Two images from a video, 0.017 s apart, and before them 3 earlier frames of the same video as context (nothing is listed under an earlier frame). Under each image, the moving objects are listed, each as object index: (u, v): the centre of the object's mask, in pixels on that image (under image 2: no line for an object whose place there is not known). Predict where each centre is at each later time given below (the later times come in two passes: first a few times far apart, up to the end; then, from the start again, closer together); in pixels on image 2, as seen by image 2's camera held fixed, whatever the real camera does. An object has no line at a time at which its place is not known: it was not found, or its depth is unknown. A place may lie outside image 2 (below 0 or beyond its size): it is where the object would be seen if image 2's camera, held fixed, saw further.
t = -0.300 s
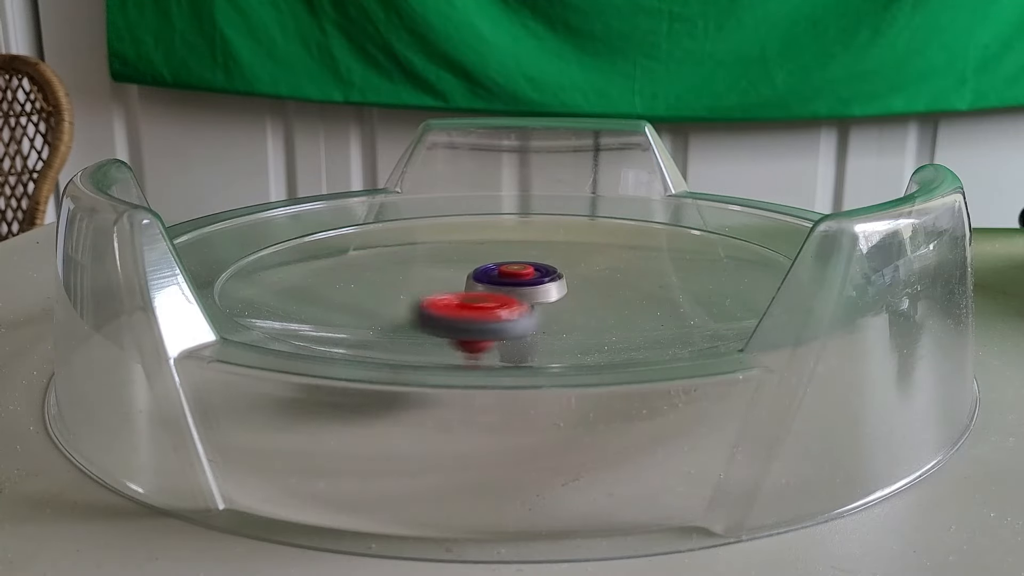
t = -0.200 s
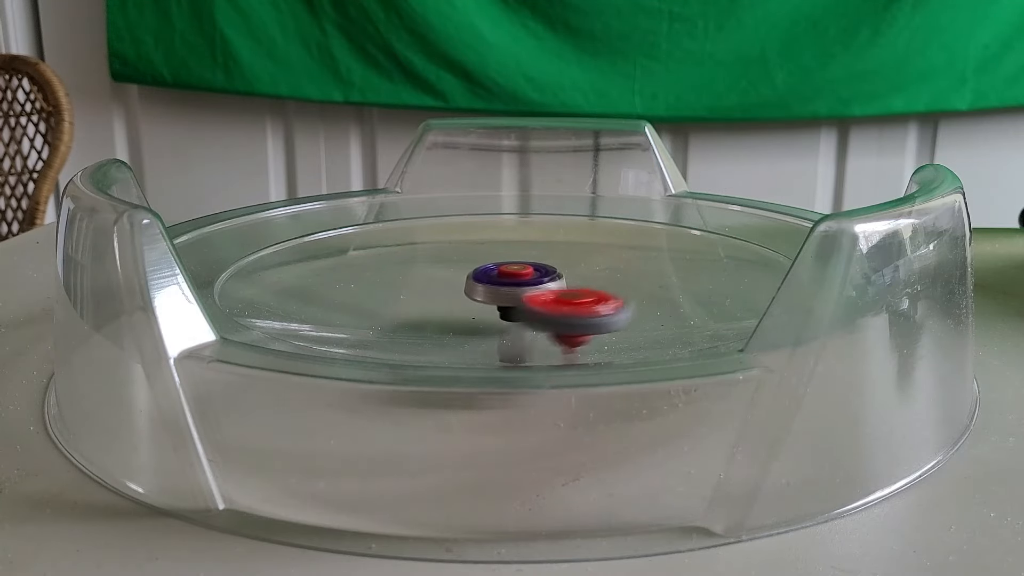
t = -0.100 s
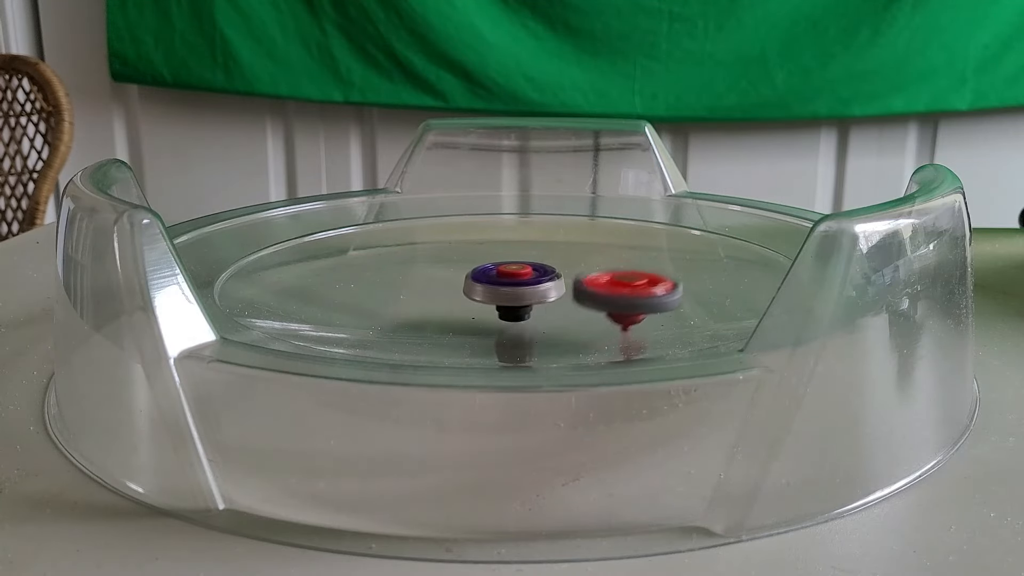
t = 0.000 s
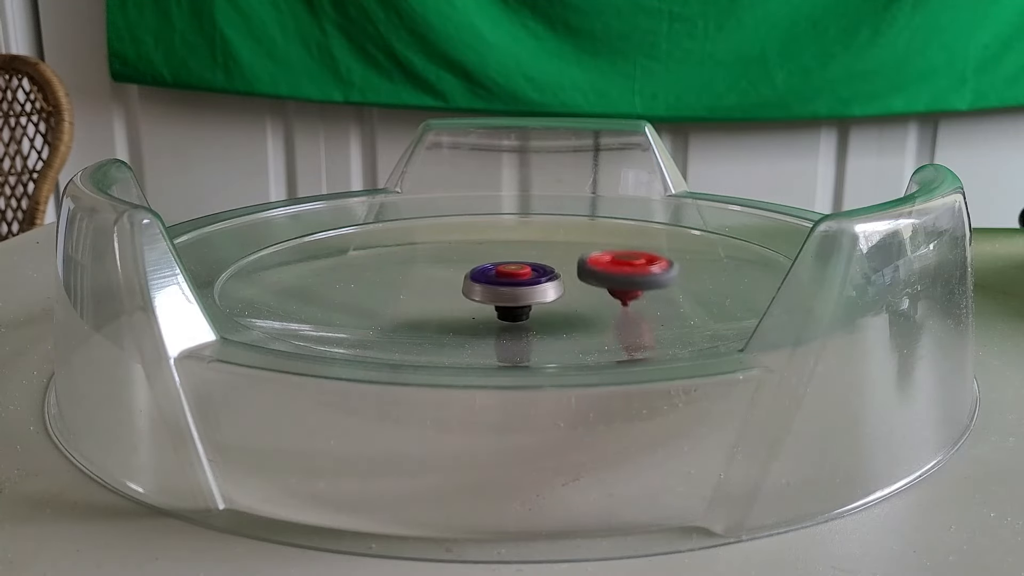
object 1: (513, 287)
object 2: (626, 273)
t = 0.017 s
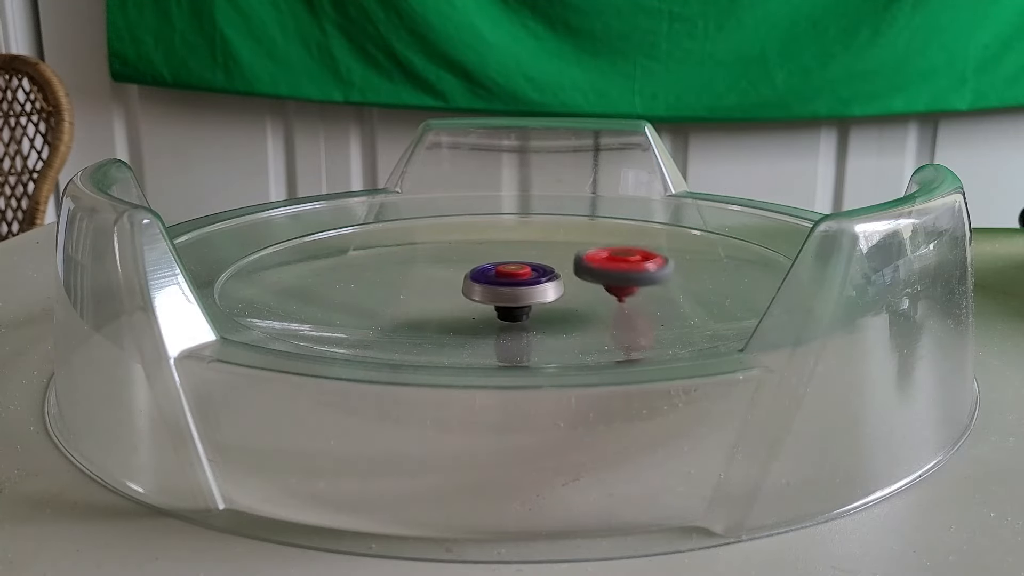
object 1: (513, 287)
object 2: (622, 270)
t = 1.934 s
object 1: (653, 302)
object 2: (289, 272)
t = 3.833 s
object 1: (515, 281)
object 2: (617, 259)
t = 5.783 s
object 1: (510, 288)
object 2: (581, 308)
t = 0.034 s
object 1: (513, 288)
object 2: (617, 266)
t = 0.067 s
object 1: (512, 288)
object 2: (604, 260)
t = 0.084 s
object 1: (512, 288)
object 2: (596, 257)
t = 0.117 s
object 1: (513, 288)
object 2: (578, 251)
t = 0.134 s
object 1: (513, 288)
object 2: (568, 249)
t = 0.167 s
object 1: (512, 289)
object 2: (549, 244)
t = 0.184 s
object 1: (512, 289)
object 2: (538, 242)
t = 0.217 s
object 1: (513, 289)
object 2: (515, 240)
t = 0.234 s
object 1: (513, 289)
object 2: (504, 240)
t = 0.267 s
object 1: (514, 289)
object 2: (481, 239)
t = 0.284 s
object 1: (514, 289)
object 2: (469, 239)
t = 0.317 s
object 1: (515, 289)
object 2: (446, 239)
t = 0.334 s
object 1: (516, 289)
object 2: (436, 240)
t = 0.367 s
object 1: (517, 289)
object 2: (415, 242)
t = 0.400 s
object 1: (517, 289)
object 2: (396, 246)
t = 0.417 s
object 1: (518, 289)
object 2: (388, 248)
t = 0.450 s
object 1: (519, 288)
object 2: (373, 253)
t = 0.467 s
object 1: (519, 288)
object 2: (366, 257)
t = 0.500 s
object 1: (519, 288)
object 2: (357, 263)
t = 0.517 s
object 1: (519, 288)
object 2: (355, 267)
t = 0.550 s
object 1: (519, 288)
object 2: (352, 274)
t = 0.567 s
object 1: (518, 288)
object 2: (353, 278)
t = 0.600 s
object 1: (518, 287)
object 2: (360, 286)
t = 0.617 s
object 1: (518, 287)
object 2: (365, 291)
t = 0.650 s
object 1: (516, 287)
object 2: (381, 298)
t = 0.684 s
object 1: (515, 287)
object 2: (403, 304)
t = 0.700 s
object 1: (515, 287)
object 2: (416, 308)
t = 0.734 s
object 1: (518, 285)
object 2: (445, 311)
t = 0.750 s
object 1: (519, 281)
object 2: (460, 313)
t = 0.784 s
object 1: (516, 277)
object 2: (494, 315)
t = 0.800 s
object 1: (511, 277)
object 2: (510, 315)
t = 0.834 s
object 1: (503, 279)
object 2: (543, 314)
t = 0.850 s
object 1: (502, 282)
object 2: (559, 313)
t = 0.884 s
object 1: (505, 287)
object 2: (588, 309)
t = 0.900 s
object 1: (507, 288)
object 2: (601, 307)
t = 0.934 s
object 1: (507, 288)
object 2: (624, 301)
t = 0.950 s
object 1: (507, 289)
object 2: (632, 298)
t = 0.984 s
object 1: (508, 289)
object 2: (647, 291)
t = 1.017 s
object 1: (508, 289)
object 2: (658, 285)
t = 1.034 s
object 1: (509, 289)
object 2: (661, 281)
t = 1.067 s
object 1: (510, 290)
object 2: (663, 275)
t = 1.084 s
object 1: (511, 290)
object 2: (662, 272)
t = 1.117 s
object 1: (512, 290)
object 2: (658, 266)
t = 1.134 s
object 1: (512, 290)
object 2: (655, 264)
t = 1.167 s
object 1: (514, 290)
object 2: (646, 259)
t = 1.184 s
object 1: (515, 290)
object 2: (640, 257)
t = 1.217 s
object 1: (516, 290)
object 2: (628, 254)
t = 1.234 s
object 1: (516, 290)
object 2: (620, 252)
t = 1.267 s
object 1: (518, 289)
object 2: (605, 250)
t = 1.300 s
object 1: (518, 289)
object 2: (589, 249)
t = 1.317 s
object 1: (519, 289)
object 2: (581, 248)
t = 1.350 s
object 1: (519, 288)
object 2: (564, 247)
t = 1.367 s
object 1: (519, 288)
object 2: (555, 247)
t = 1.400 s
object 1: (518, 288)
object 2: (537, 246)
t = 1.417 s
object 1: (518, 288)
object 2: (528, 246)
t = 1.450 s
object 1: (518, 287)
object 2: (510, 247)
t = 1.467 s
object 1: (517, 287)
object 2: (500, 248)
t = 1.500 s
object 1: (516, 286)
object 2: (479, 251)
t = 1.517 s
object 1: (515, 286)
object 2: (469, 253)
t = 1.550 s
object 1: (521, 289)
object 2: (448, 258)
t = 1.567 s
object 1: (534, 295)
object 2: (432, 253)
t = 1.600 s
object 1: (561, 303)
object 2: (401, 242)
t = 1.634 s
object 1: (584, 307)
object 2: (376, 234)
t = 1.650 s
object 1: (595, 310)
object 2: (365, 231)
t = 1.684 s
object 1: (615, 311)
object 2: (345, 228)
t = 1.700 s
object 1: (623, 311)
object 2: (336, 228)
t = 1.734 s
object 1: (636, 311)
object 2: (321, 230)
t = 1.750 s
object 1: (642, 310)
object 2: (314, 232)
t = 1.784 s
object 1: (648, 309)
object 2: (303, 237)
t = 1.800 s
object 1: (651, 308)
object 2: (297, 240)
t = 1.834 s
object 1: (654, 306)
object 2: (288, 247)
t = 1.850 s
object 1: (655, 306)
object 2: (285, 251)
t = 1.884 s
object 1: (655, 304)
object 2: (283, 259)
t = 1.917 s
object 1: (654, 303)
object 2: (286, 267)
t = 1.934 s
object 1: (653, 302)
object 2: (289, 272)
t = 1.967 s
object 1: (651, 300)
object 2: (300, 281)
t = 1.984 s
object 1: (649, 299)
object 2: (308, 286)
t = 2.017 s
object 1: (644, 297)
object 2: (328, 294)
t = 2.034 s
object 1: (642, 296)
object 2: (339, 298)
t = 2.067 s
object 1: (636, 295)
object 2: (368, 305)
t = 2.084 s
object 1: (633, 294)
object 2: (384, 308)
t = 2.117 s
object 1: (627, 292)
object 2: (419, 314)
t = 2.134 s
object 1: (623, 291)
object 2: (437, 316)
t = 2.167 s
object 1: (615, 290)
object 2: (473, 318)
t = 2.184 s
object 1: (611, 290)
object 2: (492, 318)
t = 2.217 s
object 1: (605, 288)
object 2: (527, 317)
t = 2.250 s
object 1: (599, 279)
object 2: (561, 314)
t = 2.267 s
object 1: (592, 276)
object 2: (577, 313)
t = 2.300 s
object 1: (563, 278)
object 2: (604, 307)
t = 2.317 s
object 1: (556, 284)
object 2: (618, 306)
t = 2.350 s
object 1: (549, 285)
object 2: (641, 300)
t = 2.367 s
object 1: (545, 284)
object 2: (651, 296)
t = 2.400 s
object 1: (533, 283)
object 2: (667, 289)
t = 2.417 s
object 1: (528, 283)
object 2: (673, 286)
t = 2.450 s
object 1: (517, 283)
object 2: (681, 278)
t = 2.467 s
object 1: (512, 283)
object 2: (683, 274)
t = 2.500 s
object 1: (504, 283)
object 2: (684, 266)
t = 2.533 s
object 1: (498, 283)
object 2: (680, 259)
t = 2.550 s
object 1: (495, 284)
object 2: (676, 256)
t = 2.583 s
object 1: (492, 285)
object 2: (666, 251)
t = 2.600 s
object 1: (490, 285)
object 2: (660, 248)
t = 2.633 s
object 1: (488, 286)
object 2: (645, 243)
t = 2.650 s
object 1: (486, 286)
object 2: (637, 242)
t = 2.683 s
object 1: (484, 287)
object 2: (620, 238)
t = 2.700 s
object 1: (483, 287)
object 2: (610, 237)
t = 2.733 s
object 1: (482, 288)
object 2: (591, 236)
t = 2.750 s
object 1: (481, 288)
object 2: (580, 236)
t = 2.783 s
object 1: (480, 289)
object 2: (558, 236)
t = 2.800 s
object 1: (479, 289)
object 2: (548, 236)
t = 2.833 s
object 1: (478, 289)
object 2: (527, 238)
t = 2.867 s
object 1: (478, 289)
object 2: (506, 240)
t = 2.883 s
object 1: (478, 290)
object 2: (497, 242)
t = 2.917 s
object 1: (478, 290)
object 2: (478, 245)
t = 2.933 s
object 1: (478, 290)
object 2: (469, 247)
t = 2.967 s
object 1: (478, 290)
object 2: (451, 251)
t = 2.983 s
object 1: (479, 290)
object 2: (442, 254)
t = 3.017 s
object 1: (481, 291)
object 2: (425, 260)
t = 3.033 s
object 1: (486, 294)
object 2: (419, 262)
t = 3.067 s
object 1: (496, 299)
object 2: (406, 263)
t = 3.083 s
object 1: (500, 301)
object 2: (399, 265)
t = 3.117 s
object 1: (508, 304)
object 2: (389, 269)
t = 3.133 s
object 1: (512, 304)
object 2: (385, 272)
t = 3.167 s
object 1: (517, 305)
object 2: (380, 278)
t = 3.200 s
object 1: (521, 305)
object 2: (380, 285)
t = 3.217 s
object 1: (523, 305)
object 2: (382, 289)
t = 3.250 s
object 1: (526, 304)
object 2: (391, 296)
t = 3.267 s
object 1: (528, 303)
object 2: (396, 299)
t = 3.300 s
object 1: (530, 302)
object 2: (412, 304)
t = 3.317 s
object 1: (531, 301)
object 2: (423, 307)
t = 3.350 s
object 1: (541, 299)
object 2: (443, 312)
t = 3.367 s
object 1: (545, 297)
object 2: (454, 314)
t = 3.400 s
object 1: (553, 293)
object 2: (481, 316)
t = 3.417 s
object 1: (555, 289)
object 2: (495, 317)
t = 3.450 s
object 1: (554, 282)
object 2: (524, 317)
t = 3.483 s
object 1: (545, 279)
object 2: (553, 316)
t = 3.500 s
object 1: (541, 279)
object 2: (570, 314)
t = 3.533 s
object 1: (538, 283)
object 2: (599, 311)
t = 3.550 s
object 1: (538, 284)
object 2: (609, 309)
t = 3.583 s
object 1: (538, 285)
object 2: (630, 303)
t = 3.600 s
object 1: (537, 284)
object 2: (638, 300)
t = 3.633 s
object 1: (535, 283)
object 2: (650, 294)
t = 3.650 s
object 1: (533, 283)
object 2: (654, 291)
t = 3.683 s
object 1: (529, 282)
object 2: (658, 284)
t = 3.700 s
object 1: (528, 282)
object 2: (658, 281)
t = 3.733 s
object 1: (524, 282)
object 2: (654, 275)
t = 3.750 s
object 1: (522, 281)
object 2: (650, 272)
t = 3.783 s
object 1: (519, 281)
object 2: (639, 266)
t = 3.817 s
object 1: (516, 281)
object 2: (625, 262)
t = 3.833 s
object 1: (515, 281)
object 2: (617, 259)
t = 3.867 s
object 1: (512, 282)
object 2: (600, 256)
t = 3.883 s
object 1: (511, 282)
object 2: (591, 255)
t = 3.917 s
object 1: (509, 282)
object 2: (571, 252)
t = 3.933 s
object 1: (508, 283)
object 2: (562, 251)
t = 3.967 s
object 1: (507, 283)
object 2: (541, 247)
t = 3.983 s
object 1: (506, 283)
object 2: (530, 247)
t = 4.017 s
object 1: (506, 283)
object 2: (507, 246)
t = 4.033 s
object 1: (506, 284)
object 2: (494, 247)
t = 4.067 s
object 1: (505, 284)
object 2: (471, 249)
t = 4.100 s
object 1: (505, 284)
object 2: (451, 254)
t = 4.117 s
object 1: (506, 284)
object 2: (442, 257)
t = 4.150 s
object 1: (506, 284)
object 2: (427, 261)
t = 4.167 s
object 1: (507, 284)
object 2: (419, 263)
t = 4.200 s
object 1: (508, 285)
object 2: (406, 268)
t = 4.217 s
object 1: (509, 285)
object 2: (400, 270)
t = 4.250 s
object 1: (511, 285)
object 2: (390, 276)
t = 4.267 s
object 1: (512, 285)
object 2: (388, 278)
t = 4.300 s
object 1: (512, 285)
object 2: (384, 284)
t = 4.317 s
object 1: (513, 286)
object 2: (384, 287)
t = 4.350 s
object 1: (514, 286)
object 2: (386, 292)
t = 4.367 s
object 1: (515, 286)
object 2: (390, 296)
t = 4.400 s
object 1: (516, 286)
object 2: (400, 301)
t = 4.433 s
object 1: (517, 286)
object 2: (415, 307)
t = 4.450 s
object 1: (518, 286)
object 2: (426, 309)
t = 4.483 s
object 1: (521, 285)
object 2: (447, 312)
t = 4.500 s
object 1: (522, 283)
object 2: (459, 314)
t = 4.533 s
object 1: (522, 279)
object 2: (484, 316)
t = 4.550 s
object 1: (521, 278)
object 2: (498, 317)
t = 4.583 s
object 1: (516, 277)
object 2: (524, 316)
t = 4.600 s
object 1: (513, 278)
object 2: (538, 316)
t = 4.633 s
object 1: (511, 281)
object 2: (564, 313)
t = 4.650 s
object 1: (512, 284)
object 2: (577, 312)
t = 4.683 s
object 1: (514, 286)
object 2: (598, 308)
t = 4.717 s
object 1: (516, 286)
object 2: (614, 303)
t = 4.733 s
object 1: (517, 287)
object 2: (621, 300)
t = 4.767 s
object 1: (518, 287)
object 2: (631, 295)
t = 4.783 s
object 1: (518, 287)
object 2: (634, 292)
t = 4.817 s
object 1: (518, 287)
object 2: (637, 286)
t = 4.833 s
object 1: (518, 287)
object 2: (637, 283)
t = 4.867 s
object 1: (519, 287)
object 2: (633, 277)
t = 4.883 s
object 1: (519, 287)
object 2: (630, 274)
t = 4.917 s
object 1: (520, 287)
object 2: (620, 269)
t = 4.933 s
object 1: (520, 287)
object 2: (614, 267)
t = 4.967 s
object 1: (521, 287)
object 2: (601, 262)
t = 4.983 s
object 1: (522, 288)
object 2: (594, 261)
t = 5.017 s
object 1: (524, 288)
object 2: (578, 256)
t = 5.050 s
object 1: (526, 288)
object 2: (559, 252)
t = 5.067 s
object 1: (526, 288)
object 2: (549, 251)
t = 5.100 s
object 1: (527, 288)
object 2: (527, 249)
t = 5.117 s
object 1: (527, 288)
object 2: (517, 249)
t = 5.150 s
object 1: (528, 288)
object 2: (496, 250)
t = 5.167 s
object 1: (528, 288)
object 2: (487, 252)
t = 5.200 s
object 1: (528, 288)
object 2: (468, 256)
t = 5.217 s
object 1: (528, 288)
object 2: (460, 257)
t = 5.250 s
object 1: (527, 288)
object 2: (444, 260)
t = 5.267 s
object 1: (527, 289)
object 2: (435, 261)
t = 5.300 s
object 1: (527, 289)
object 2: (421, 265)
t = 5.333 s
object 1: (526, 289)
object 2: (409, 270)
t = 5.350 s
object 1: (526, 289)
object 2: (404, 272)
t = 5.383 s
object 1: (525, 289)
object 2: (397, 277)
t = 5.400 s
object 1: (525, 289)
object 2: (395, 280)
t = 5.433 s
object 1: (525, 289)
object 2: (393, 285)
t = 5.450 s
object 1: (525, 289)
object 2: (394, 288)
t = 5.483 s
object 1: (524, 289)
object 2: (399, 293)
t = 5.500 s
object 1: (524, 289)
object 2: (403, 296)
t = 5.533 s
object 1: (524, 289)
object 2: (414, 301)
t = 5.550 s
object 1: (525, 289)
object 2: (422, 303)
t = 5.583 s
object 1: (527, 288)
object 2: (441, 308)
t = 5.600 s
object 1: (528, 287)
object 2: (451, 309)
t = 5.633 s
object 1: (530, 283)
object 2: (473, 313)
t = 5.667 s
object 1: (527, 279)
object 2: (497, 314)
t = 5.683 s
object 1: (524, 278)
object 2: (509, 314)
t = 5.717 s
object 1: (514, 279)
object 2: (535, 313)
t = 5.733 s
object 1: (512, 280)
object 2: (547, 312)
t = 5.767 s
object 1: (509, 286)
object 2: (571, 310)
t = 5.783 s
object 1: (510, 288)
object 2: (581, 308)
